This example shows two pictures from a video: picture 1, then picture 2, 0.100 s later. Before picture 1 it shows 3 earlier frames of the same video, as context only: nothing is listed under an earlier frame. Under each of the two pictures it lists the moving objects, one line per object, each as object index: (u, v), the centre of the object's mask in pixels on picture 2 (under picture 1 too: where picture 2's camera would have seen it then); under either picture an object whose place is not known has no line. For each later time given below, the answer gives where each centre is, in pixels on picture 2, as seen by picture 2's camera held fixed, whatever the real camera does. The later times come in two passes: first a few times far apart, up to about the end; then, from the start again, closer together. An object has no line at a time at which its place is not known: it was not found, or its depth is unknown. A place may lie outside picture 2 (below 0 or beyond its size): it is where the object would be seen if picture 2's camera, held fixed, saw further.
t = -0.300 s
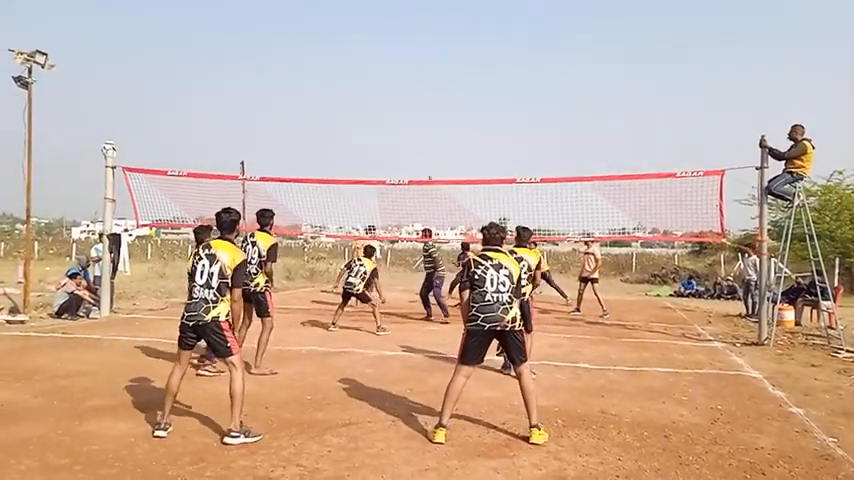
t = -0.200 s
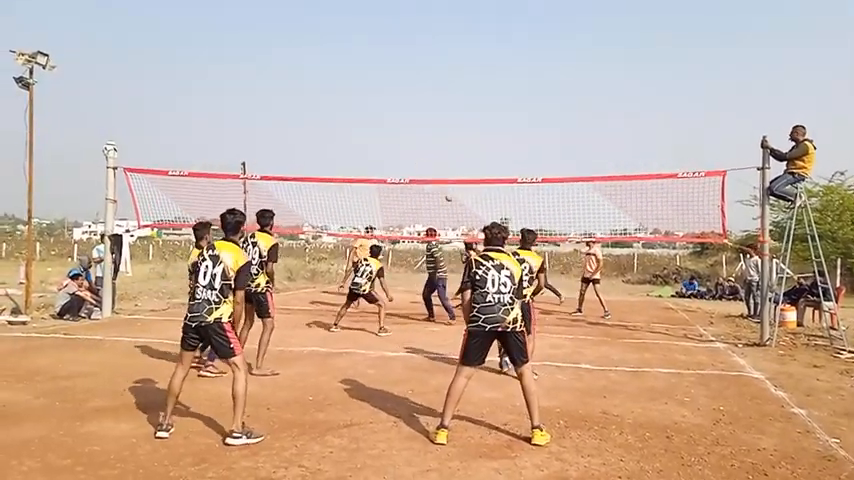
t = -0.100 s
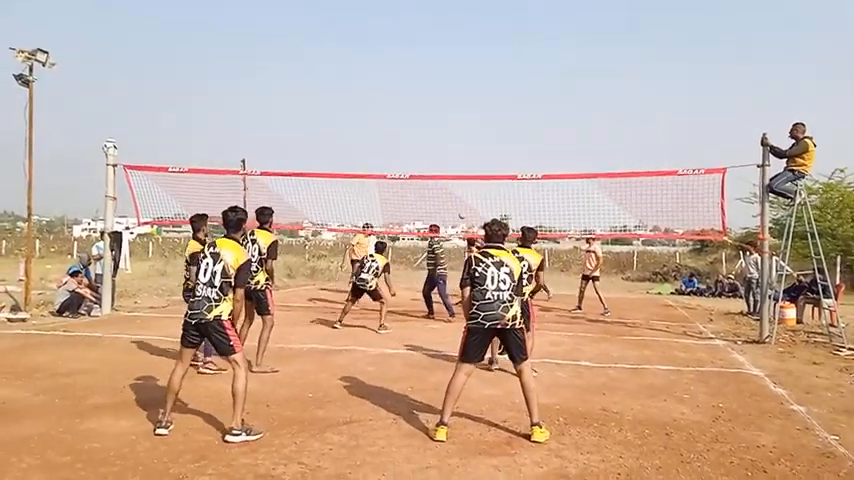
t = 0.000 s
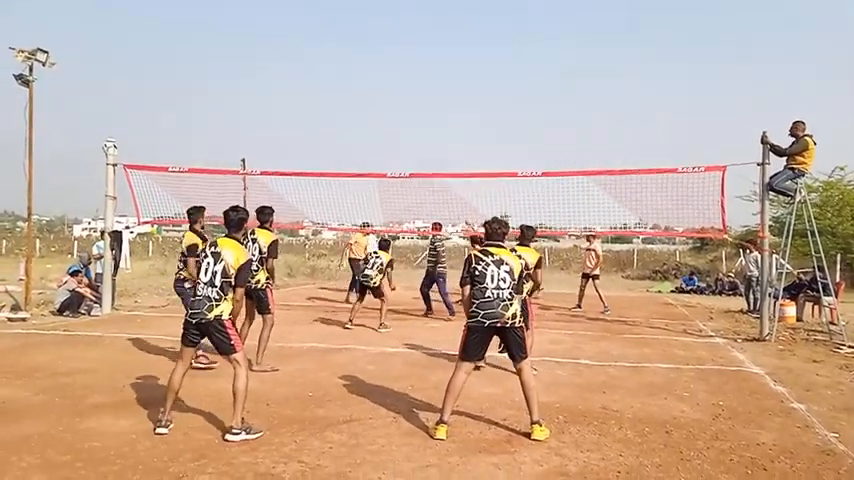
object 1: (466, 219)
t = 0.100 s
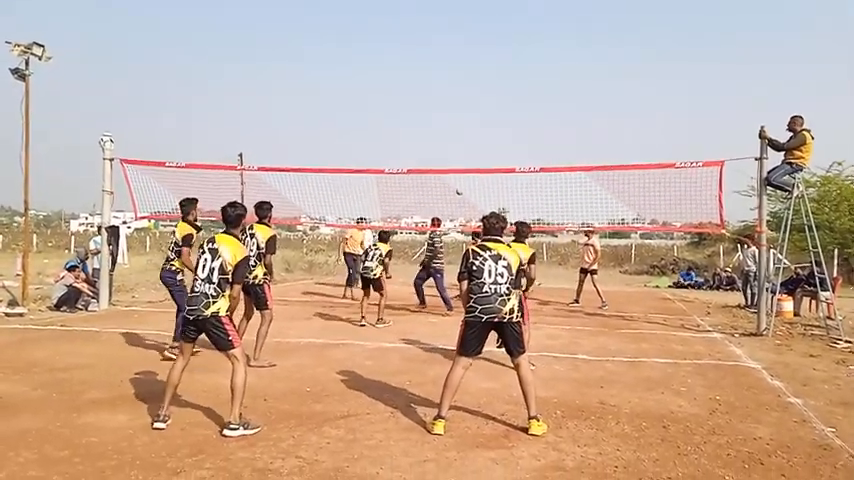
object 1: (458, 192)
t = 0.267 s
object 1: (445, 155)
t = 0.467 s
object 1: (424, 118)
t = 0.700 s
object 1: (390, 99)
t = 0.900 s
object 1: (348, 114)
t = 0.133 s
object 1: (456, 185)
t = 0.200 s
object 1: (450, 169)
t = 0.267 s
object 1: (445, 155)
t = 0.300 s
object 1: (442, 148)
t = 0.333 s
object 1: (438, 141)
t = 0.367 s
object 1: (435, 135)
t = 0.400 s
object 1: (432, 130)
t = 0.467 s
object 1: (424, 118)
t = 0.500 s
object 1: (420, 114)
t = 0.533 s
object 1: (415, 110)
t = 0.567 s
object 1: (411, 106)
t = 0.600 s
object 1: (406, 103)
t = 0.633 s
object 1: (401, 101)
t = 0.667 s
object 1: (395, 99)
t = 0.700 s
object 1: (390, 99)
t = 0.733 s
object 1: (384, 98)
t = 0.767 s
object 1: (378, 99)
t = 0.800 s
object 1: (371, 101)
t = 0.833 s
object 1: (364, 104)
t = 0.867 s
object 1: (356, 108)
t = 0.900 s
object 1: (348, 114)
